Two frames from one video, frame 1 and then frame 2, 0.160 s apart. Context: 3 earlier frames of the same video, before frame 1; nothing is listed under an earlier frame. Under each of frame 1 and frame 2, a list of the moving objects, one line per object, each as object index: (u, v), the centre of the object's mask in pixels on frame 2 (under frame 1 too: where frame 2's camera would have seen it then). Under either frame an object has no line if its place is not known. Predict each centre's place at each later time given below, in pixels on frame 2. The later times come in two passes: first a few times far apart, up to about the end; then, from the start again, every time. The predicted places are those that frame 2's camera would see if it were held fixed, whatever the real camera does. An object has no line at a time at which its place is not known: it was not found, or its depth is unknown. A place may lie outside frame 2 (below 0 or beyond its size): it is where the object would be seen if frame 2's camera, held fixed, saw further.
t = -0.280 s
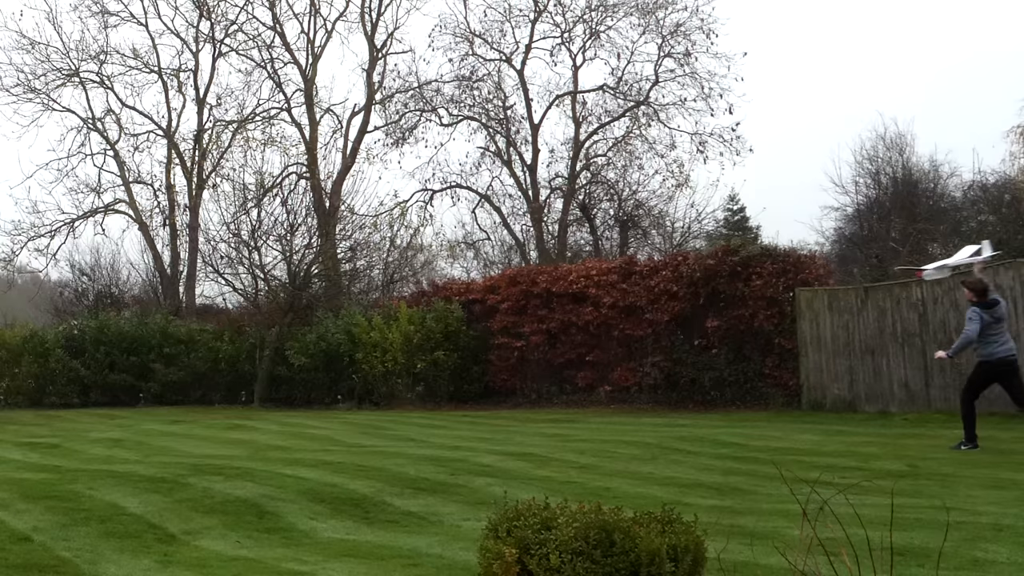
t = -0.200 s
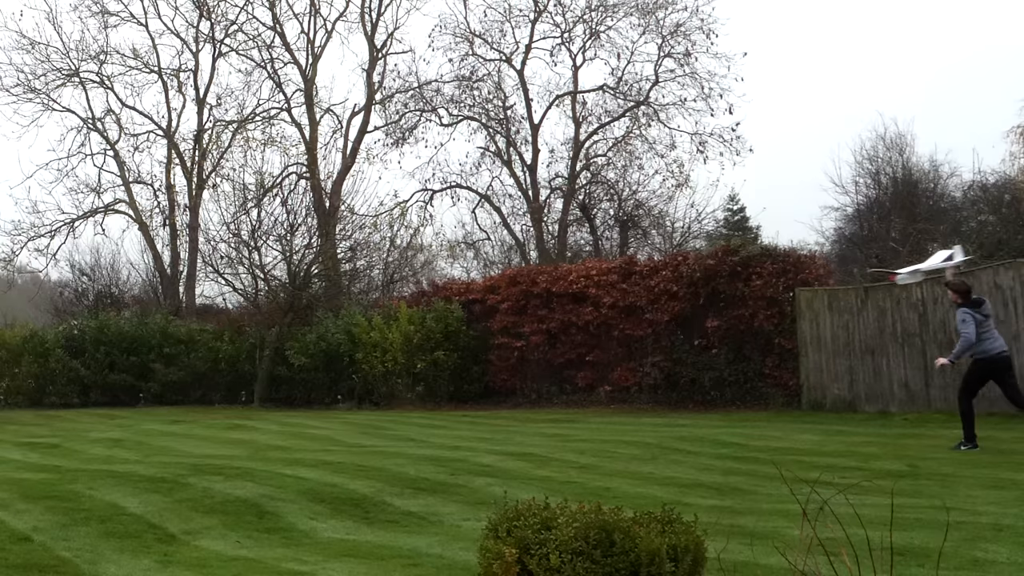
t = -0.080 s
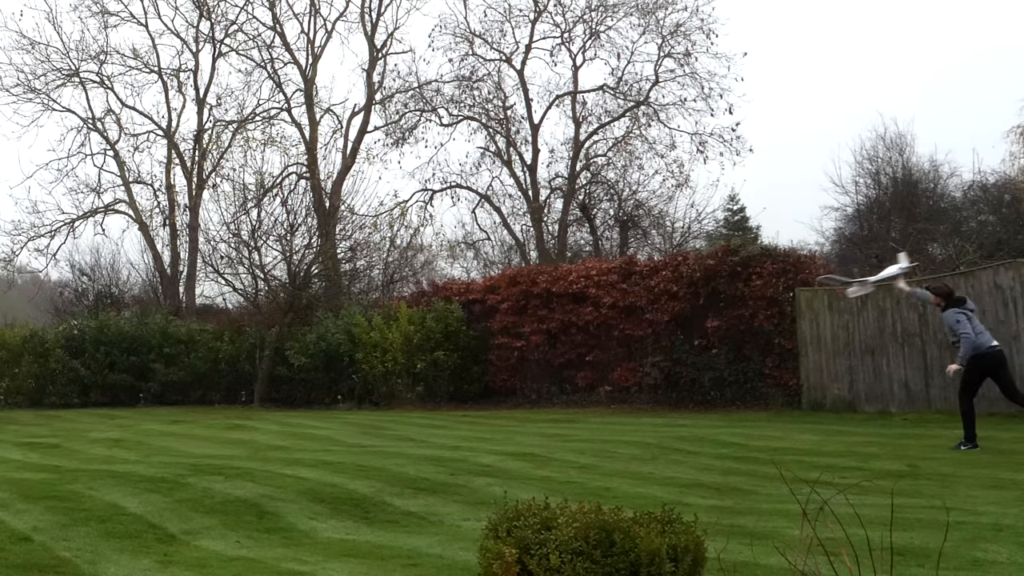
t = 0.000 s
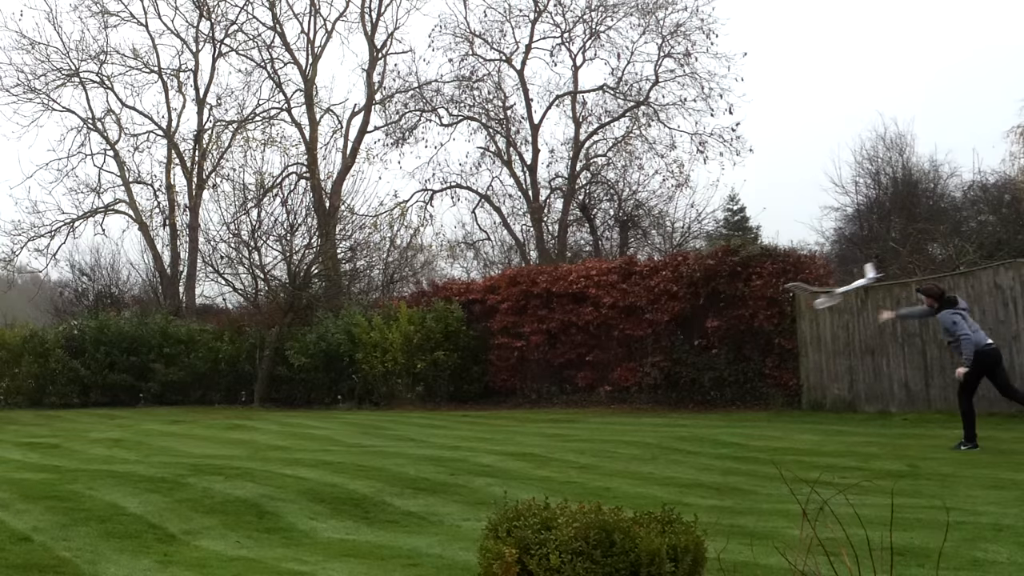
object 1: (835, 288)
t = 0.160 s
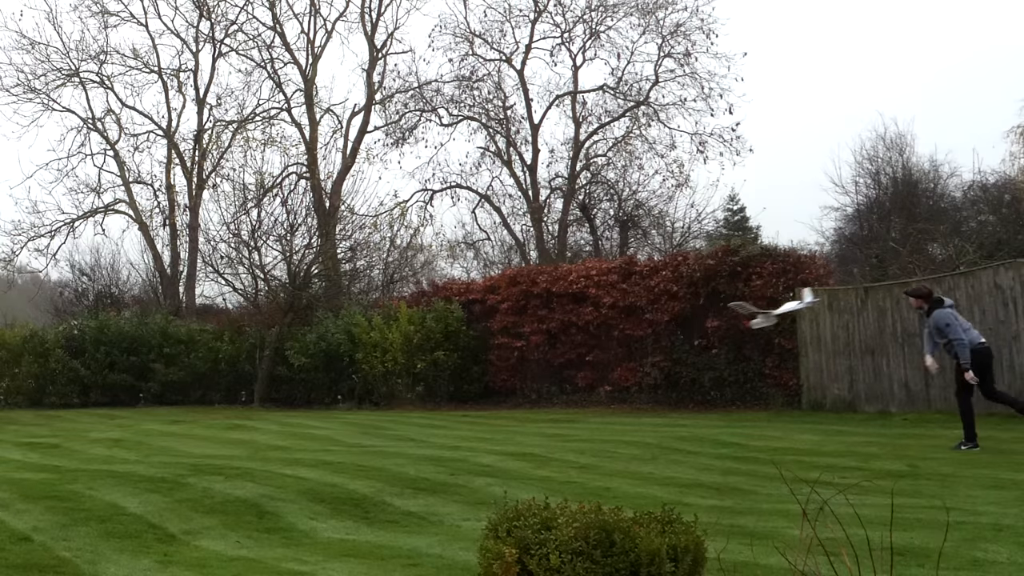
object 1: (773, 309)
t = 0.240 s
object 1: (743, 318)
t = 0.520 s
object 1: (638, 329)
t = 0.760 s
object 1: (547, 323)
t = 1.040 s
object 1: (448, 310)
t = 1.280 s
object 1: (371, 299)
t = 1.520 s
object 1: (301, 296)
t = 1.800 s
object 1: (225, 295)
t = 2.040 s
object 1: (168, 298)
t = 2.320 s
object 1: (114, 310)
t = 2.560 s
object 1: (79, 325)
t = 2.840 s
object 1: (66, 351)
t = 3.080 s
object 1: (83, 377)
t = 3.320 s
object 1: (127, 399)
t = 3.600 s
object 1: (244, 424)
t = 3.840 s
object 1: (361, 436)
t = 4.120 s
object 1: (396, 432)
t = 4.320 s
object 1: (389, 437)
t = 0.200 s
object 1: (759, 314)
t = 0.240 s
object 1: (743, 318)
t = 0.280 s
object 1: (728, 321)
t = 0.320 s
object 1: (714, 323)
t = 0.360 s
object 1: (697, 326)
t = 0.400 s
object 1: (683, 327)
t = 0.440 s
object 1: (669, 328)
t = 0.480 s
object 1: (653, 329)
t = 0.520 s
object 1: (638, 329)
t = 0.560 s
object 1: (623, 329)
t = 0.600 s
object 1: (608, 328)
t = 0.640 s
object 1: (592, 327)
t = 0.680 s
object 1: (578, 325)
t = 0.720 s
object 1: (562, 324)
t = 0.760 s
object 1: (547, 323)
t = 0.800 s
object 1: (532, 322)
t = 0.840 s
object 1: (518, 320)
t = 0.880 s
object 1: (503, 318)
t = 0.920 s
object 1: (489, 317)
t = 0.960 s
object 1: (476, 315)
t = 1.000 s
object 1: (462, 312)
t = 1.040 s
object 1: (448, 310)
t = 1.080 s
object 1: (435, 308)
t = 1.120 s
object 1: (422, 306)
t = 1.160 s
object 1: (409, 304)
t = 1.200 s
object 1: (396, 302)
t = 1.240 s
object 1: (384, 300)
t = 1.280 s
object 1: (371, 299)
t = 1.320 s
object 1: (359, 298)
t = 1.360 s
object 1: (347, 297)
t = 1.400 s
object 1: (335, 296)
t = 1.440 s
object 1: (324, 296)
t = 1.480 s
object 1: (312, 296)
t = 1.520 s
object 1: (301, 296)
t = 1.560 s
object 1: (290, 295)
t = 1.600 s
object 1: (279, 295)
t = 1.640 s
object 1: (268, 295)
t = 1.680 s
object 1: (258, 294)
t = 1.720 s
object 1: (246, 295)
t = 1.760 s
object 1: (237, 295)
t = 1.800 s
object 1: (225, 295)
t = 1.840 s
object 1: (215, 294)
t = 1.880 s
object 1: (205, 295)
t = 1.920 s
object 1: (195, 296)
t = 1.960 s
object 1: (185, 296)
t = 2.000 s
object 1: (177, 297)
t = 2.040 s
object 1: (168, 298)
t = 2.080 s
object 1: (160, 300)
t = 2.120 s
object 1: (151, 300)
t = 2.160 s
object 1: (143, 303)
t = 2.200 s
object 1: (136, 304)
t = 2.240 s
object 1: (128, 306)
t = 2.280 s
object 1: (120, 306)
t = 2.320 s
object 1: (114, 310)
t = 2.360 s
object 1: (108, 311)
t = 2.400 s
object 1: (100, 314)
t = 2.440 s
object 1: (94, 316)
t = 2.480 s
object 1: (90, 319)
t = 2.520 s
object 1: (83, 321)
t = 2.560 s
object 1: (79, 325)
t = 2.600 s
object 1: (74, 328)
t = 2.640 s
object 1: (72, 332)
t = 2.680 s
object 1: (69, 335)
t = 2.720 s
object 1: (68, 339)
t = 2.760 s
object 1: (66, 343)
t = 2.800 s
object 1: (66, 347)
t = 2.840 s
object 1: (66, 351)
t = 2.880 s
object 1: (67, 355)
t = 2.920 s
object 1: (68, 358)
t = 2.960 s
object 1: (71, 363)
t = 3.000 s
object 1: (74, 368)
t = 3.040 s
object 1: (78, 373)
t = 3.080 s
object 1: (83, 377)
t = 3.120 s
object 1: (88, 381)
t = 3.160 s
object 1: (93, 385)
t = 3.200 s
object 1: (99, 388)
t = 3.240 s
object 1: (106, 391)
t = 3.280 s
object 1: (116, 395)
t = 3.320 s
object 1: (127, 399)
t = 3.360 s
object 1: (139, 403)
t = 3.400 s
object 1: (152, 405)
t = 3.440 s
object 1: (167, 408)
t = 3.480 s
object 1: (186, 414)
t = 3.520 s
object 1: (203, 417)
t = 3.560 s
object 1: (223, 421)
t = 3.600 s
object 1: (244, 424)
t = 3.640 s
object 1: (265, 425)
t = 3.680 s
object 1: (288, 428)
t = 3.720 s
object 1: (310, 432)
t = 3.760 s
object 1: (331, 434)
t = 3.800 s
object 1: (349, 435)
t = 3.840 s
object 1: (361, 436)
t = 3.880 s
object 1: (368, 433)
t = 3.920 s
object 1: (375, 429)
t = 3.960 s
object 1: (379, 426)
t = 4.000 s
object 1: (384, 425)
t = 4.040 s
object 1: (389, 426)
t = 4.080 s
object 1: (394, 429)
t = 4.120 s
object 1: (396, 432)
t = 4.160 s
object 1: (396, 433)
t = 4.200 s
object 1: (395, 434)
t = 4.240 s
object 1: (394, 435)
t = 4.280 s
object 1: (391, 437)
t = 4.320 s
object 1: (389, 437)
